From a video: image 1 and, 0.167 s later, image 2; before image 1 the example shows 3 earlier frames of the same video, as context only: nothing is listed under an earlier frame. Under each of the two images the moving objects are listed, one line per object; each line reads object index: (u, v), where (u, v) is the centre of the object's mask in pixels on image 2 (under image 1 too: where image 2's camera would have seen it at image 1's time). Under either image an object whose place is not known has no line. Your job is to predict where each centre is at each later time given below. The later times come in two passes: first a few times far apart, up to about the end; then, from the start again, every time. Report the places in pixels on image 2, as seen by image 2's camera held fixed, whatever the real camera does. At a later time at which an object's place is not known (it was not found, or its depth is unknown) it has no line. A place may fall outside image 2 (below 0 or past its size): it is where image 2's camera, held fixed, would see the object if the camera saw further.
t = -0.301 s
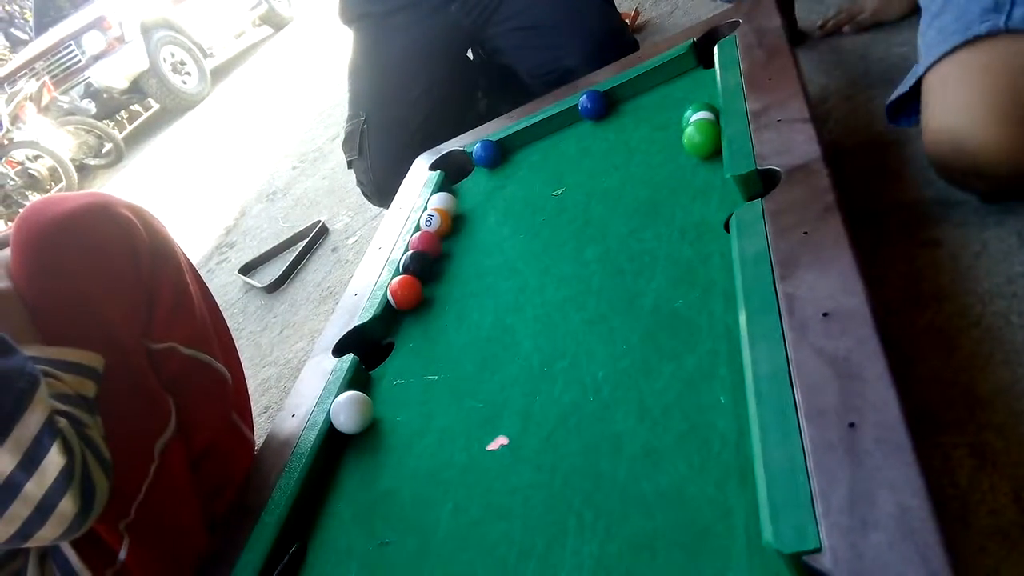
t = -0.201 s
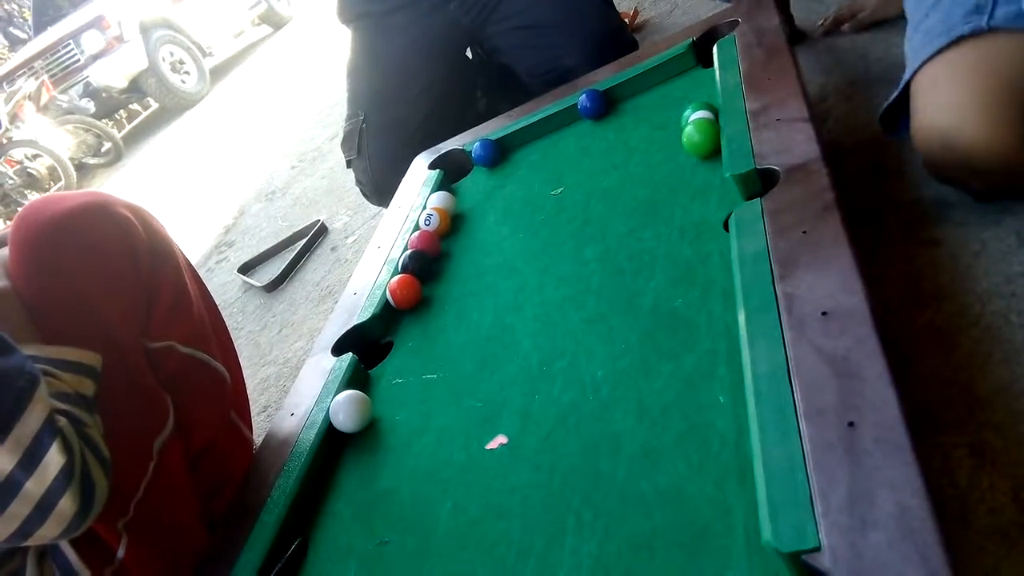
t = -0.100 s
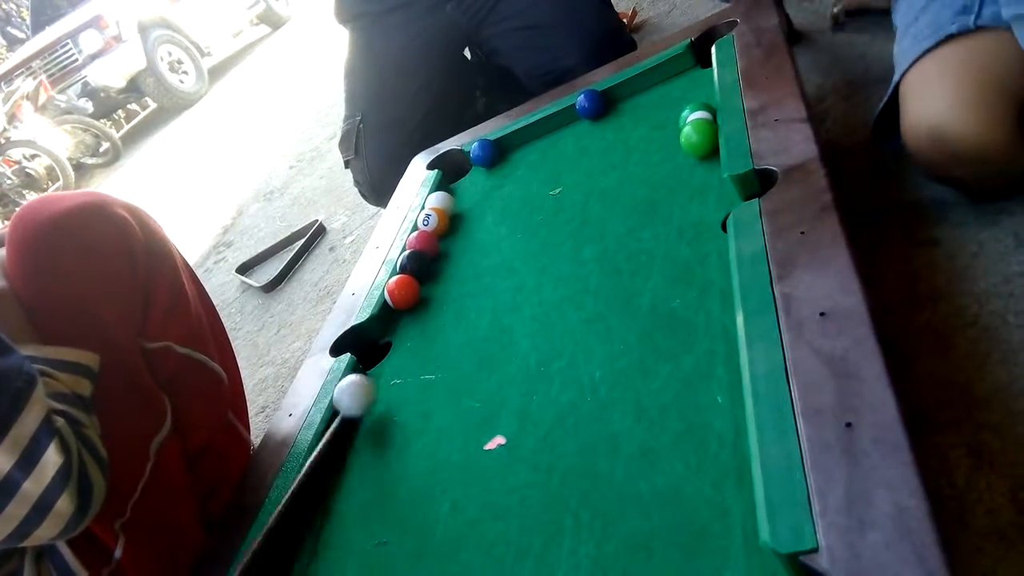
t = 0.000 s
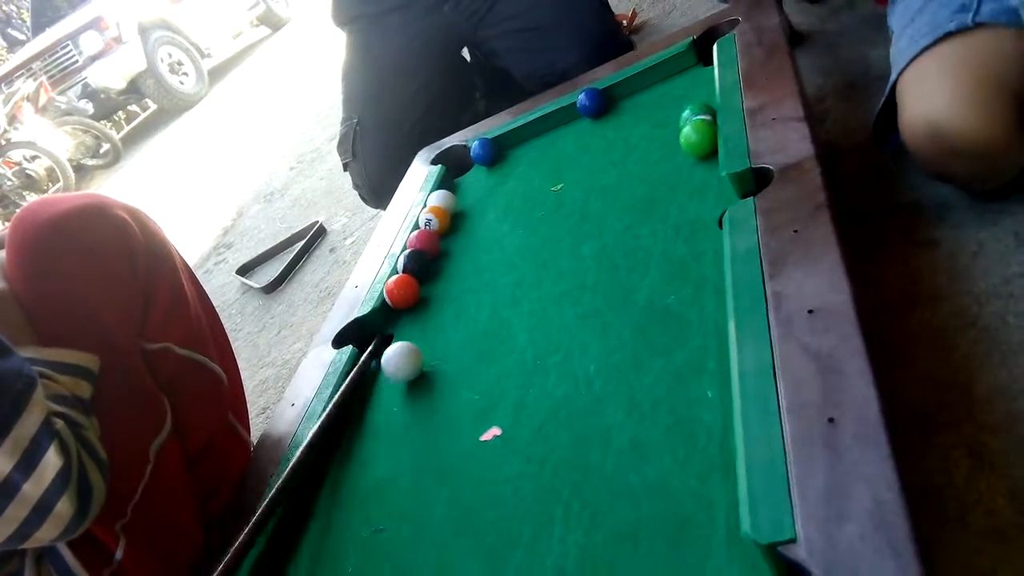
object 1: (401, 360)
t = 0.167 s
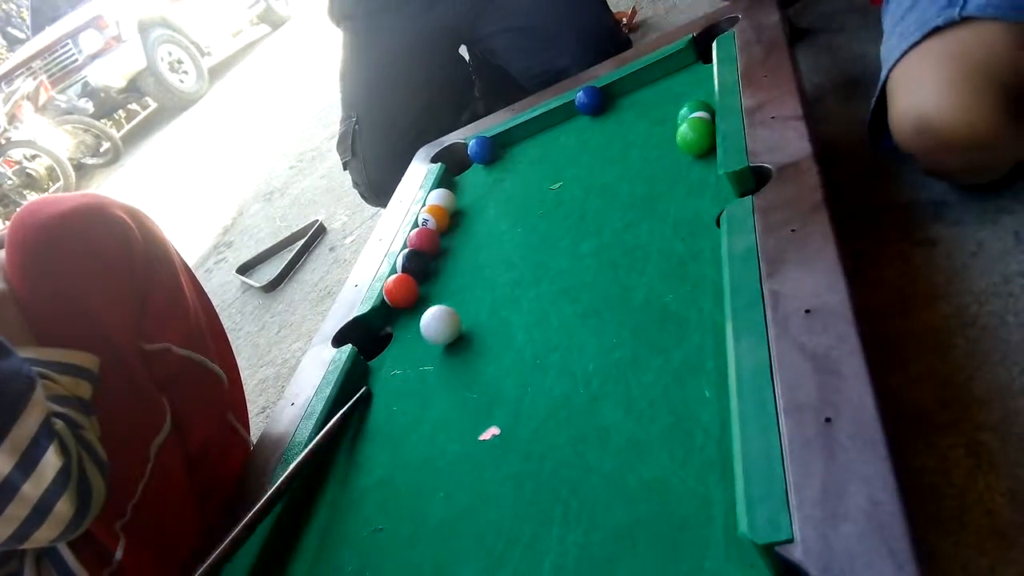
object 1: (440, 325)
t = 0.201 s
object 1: (446, 319)
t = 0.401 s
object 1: (468, 289)
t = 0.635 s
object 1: (476, 269)
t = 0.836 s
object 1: (470, 261)
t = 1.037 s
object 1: (456, 263)
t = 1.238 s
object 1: (436, 269)
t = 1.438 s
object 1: (430, 267)
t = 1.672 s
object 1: (429, 267)
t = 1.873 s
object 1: (429, 267)
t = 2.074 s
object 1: (429, 267)
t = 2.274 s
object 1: (428, 267)
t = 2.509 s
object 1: (429, 267)
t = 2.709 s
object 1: (428, 267)
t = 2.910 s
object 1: (429, 267)
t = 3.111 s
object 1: (429, 267)
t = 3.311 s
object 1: (428, 267)
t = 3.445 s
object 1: (429, 268)
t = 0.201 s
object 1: (446, 319)
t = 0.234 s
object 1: (451, 313)
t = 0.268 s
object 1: (455, 308)
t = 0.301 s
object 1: (459, 302)
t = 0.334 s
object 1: (463, 298)
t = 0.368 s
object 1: (466, 294)
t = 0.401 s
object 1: (468, 289)
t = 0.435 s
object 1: (470, 286)
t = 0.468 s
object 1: (472, 283)
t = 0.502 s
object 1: (474, 279)
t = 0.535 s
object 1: (475, 276)
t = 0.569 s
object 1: (476, 274)
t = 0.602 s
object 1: (476, 271)
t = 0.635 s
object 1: (476, 269)
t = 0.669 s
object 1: (476, 267)
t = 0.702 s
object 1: (476, 265)
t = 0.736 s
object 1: (475, 264)
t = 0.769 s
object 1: (473, 262)
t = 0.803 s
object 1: (472, 261)
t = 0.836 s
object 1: (470, 261)
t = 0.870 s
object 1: (468, 260)
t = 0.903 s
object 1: (466, 260)
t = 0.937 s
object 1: (464, 260)
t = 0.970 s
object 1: (461, 261)
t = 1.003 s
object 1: (458, 262)
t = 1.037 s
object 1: (456, 263)
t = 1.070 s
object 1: (453, 263)
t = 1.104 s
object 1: (450, 264)
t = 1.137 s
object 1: (447, 265)
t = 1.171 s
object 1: (443, 266)
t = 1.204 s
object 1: (439, 268)
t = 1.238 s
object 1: (436, 269)
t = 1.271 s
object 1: (432, 270)
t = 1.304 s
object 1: (430, 270)
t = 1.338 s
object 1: (429, 269)
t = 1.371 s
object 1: (429, 268)
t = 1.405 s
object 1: (429, 267)
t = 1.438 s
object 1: (430, 267)
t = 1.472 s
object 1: (429, 267)
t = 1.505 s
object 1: (429, 267)
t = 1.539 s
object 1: (429, 267)
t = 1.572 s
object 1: (429, 267)
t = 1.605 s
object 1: (429, 267)
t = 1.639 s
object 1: (429, 267)
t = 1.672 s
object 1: (429, 267)
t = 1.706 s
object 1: (429, 267)
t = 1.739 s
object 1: (429, 267)
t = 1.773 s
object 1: (429, 267)
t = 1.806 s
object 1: (429, 267)
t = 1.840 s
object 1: (429, 267)
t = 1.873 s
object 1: (429, 267)
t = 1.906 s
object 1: (429, 267)
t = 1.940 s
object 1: (429, 267)
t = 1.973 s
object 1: (429, 267)
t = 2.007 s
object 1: (429, 267)
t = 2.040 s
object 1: (429, 267)
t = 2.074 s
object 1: (429, 267)
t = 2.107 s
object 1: (428, 267)
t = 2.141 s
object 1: (428, 267)
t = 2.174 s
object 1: (428, 267)
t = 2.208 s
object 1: (428, 267)
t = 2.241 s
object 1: (429, 267)
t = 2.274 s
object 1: (428, 267)
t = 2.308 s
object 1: (429, 267)
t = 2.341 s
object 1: (429, 267)
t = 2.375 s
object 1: (429, 267)
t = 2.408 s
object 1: (429, 267)
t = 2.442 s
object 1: (429, 267)
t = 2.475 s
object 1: (429, 267)
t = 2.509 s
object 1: (429, 267)
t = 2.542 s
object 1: (429, 267)
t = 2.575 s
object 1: (429, 267)
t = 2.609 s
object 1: (429, 267)
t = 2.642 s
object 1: (429, 267)
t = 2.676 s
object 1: (429, 267)
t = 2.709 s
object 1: (428, 267)
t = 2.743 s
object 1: (429, 267)
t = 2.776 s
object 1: (429, 267)
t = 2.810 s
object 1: (429, 267)
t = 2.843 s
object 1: (429, 267)
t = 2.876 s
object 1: (429, 267)
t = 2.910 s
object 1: (429, 267)
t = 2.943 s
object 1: (429, 267)
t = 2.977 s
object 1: (429, 268)
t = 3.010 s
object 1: (428, 267)
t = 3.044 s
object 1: (429, 267)
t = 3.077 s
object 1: (429, 267)
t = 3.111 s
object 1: (429, 267)
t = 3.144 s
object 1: (429, 267)
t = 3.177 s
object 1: (429, 267)
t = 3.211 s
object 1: (429, 267)
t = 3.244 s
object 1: (429, 267)
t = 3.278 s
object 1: (429, 267)
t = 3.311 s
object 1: (428, 267)
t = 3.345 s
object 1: (427, 268)
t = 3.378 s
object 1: (427, 268)
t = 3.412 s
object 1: (428, 267)
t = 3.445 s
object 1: (429, 268)
